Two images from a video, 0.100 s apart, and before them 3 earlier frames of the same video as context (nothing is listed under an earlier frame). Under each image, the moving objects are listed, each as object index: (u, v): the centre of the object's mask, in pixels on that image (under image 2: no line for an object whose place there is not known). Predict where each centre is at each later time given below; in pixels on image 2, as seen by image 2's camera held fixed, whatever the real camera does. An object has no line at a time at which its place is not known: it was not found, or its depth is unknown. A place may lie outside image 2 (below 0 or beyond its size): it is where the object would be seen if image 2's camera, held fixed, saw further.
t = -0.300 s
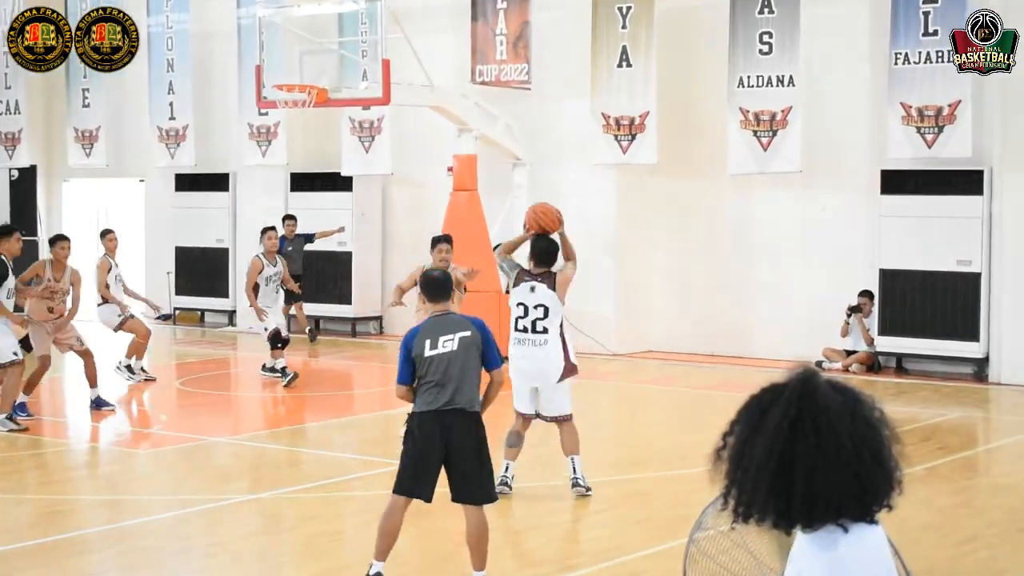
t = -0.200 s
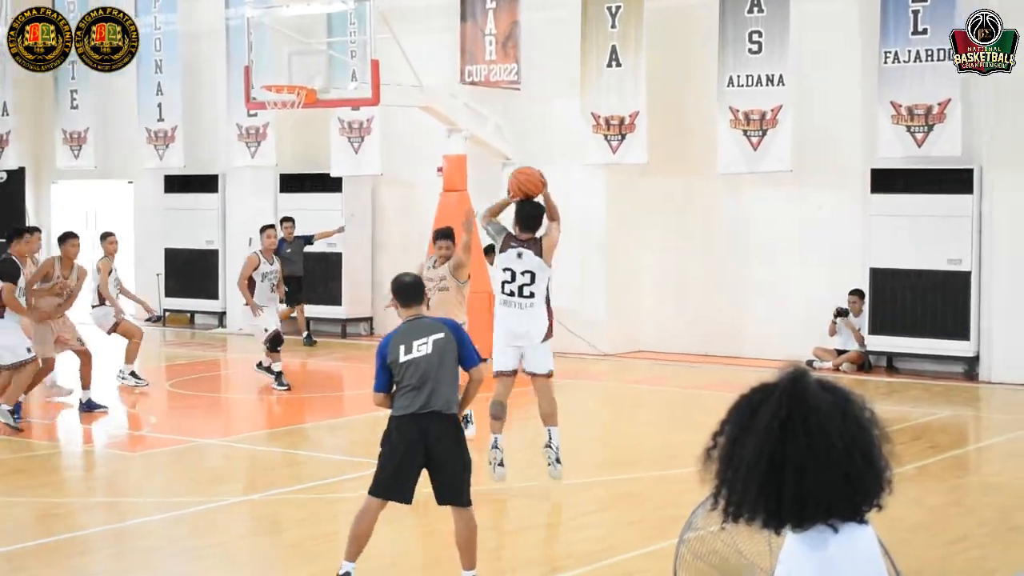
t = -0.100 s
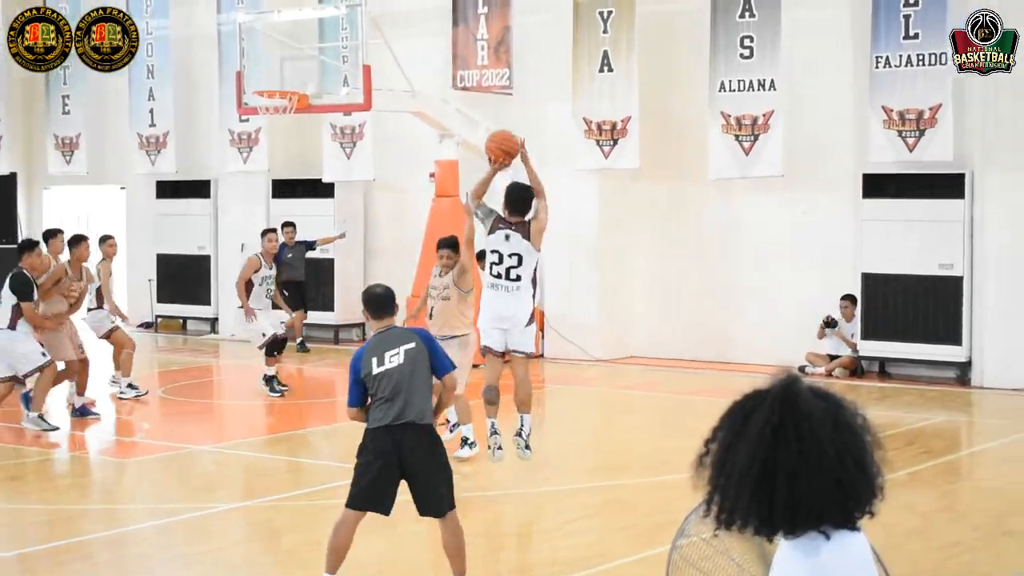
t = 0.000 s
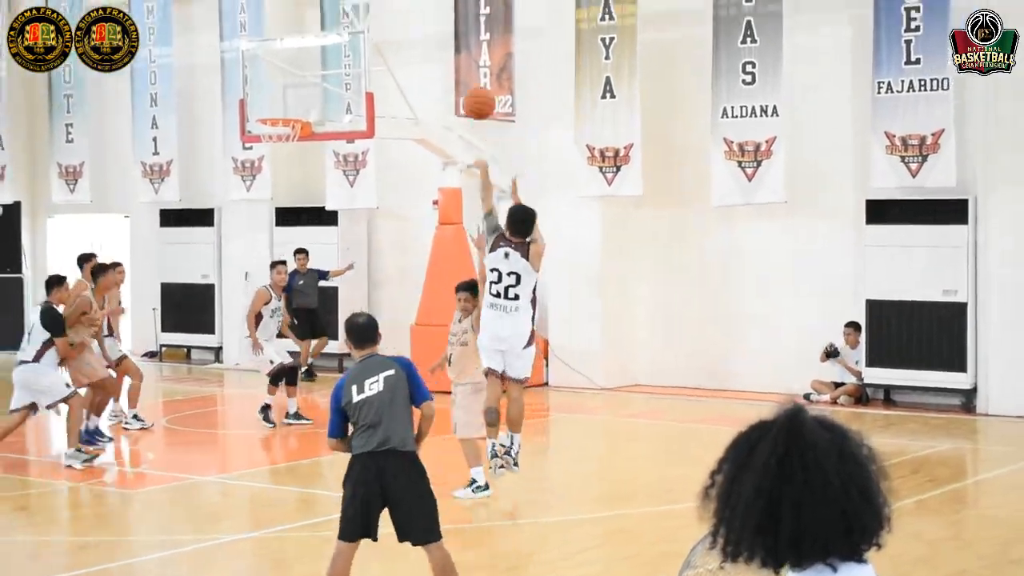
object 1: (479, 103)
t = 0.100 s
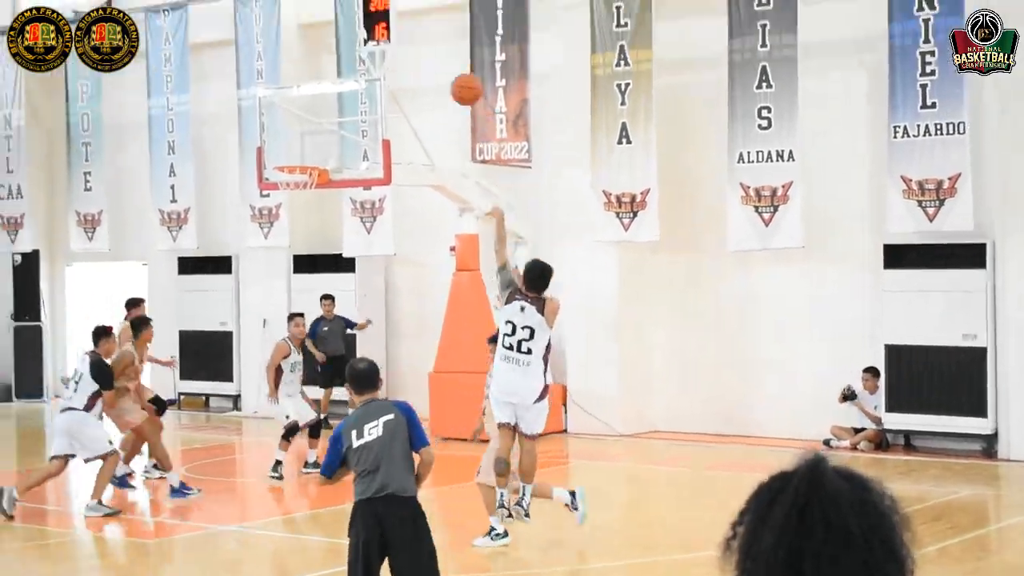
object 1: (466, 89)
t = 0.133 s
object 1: (457, 72)
